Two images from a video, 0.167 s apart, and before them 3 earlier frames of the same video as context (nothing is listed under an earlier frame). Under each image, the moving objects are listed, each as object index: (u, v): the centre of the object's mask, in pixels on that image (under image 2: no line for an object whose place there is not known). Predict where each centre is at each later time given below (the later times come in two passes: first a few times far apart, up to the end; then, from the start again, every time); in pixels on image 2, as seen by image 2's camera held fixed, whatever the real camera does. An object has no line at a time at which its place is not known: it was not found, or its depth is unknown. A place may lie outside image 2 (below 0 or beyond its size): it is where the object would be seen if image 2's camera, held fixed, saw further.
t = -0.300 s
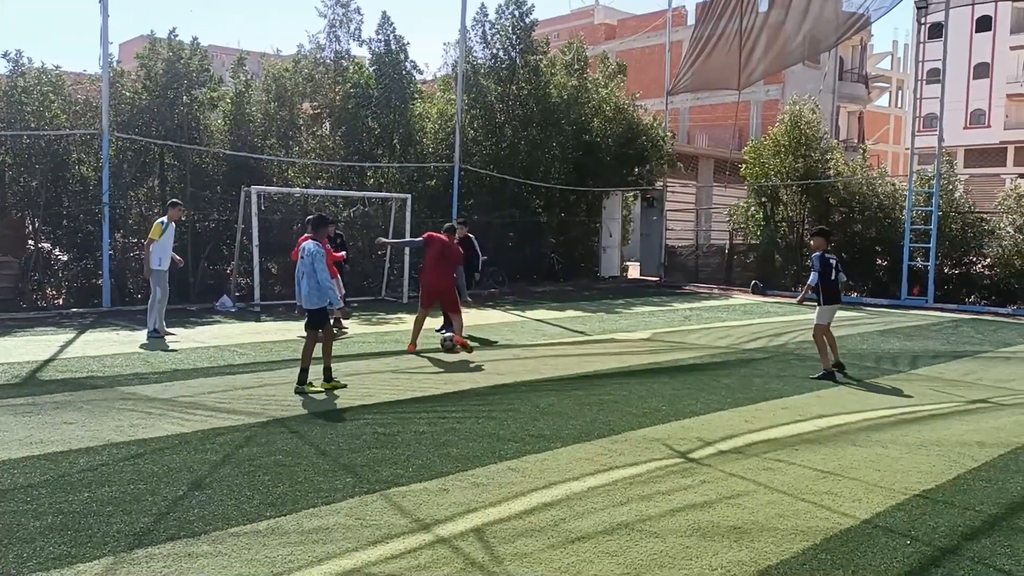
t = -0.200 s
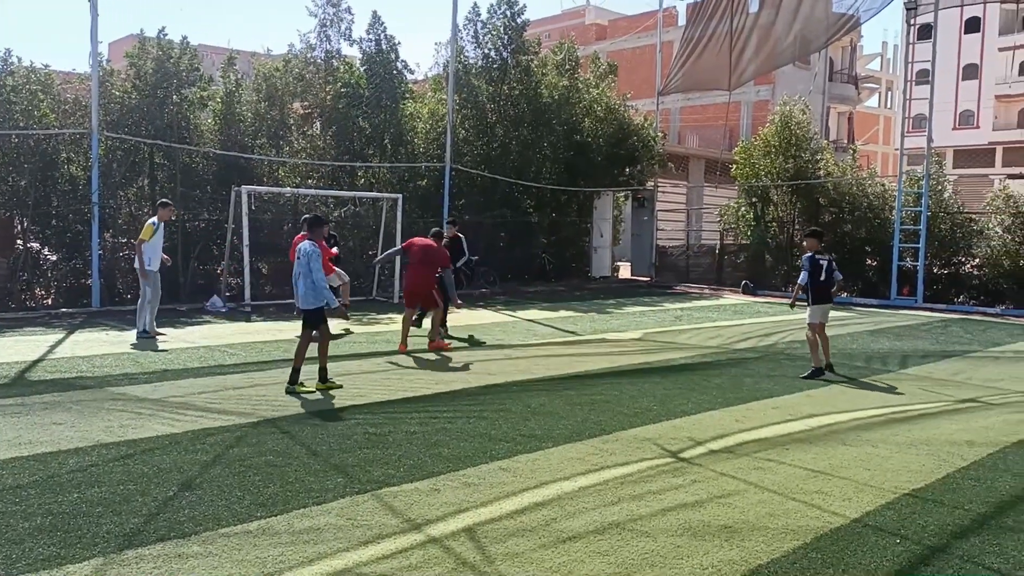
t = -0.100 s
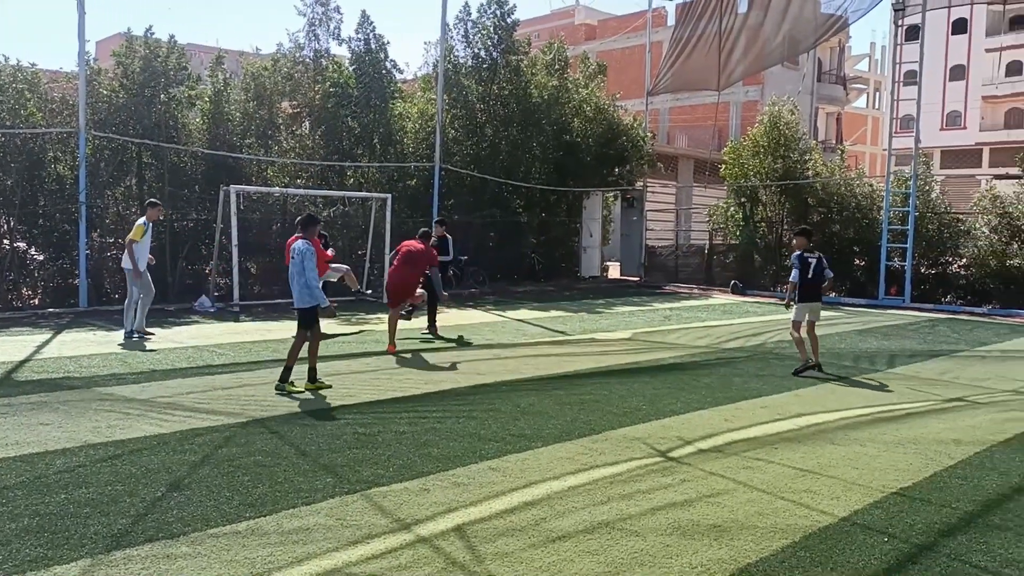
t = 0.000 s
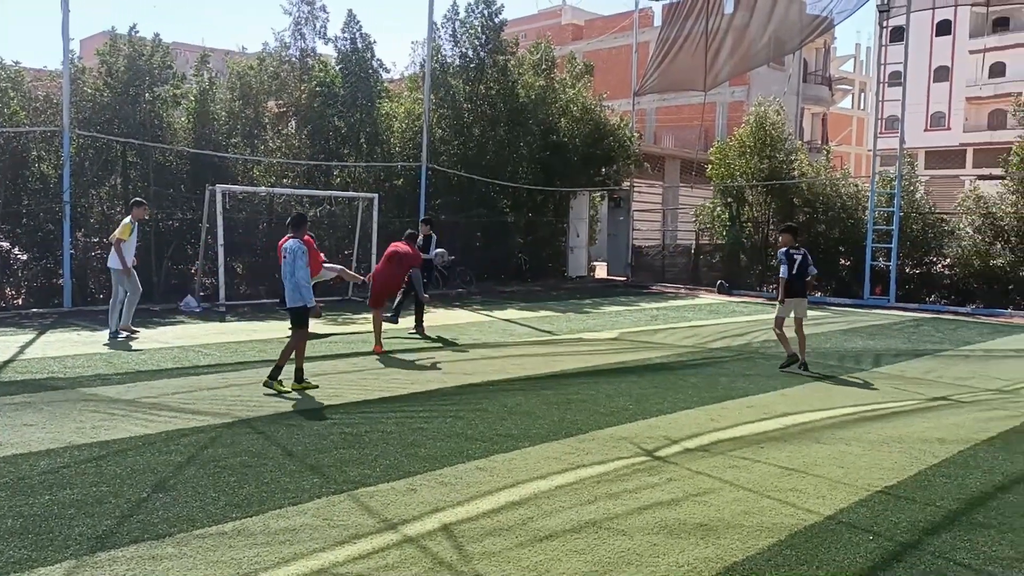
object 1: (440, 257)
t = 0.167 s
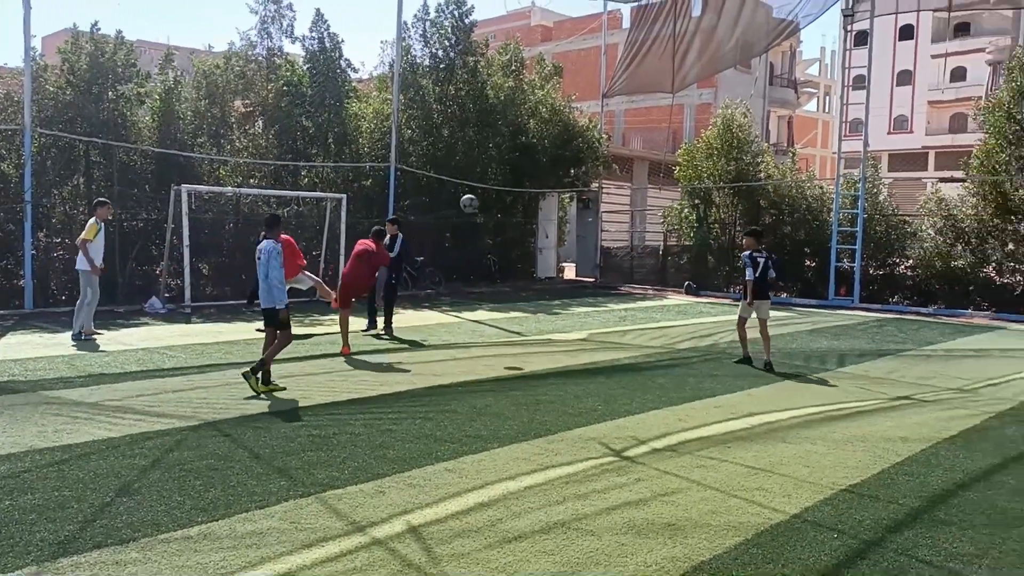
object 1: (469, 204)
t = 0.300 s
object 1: (520, 173)
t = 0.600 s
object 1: (646, 152)
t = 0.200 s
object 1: (481, 195)
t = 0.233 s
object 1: (494, 187)
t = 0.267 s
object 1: (507, 179)
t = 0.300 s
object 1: (520, 173)
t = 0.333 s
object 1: (534, 167)
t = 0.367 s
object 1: (547, 162)
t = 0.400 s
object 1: (561, 158)
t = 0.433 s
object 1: (574, 155)
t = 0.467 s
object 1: (589, 152)
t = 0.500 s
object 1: (603, 151)
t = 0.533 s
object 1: (617, 150)
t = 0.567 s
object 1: (632, 151)
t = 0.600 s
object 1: (646, 152)
